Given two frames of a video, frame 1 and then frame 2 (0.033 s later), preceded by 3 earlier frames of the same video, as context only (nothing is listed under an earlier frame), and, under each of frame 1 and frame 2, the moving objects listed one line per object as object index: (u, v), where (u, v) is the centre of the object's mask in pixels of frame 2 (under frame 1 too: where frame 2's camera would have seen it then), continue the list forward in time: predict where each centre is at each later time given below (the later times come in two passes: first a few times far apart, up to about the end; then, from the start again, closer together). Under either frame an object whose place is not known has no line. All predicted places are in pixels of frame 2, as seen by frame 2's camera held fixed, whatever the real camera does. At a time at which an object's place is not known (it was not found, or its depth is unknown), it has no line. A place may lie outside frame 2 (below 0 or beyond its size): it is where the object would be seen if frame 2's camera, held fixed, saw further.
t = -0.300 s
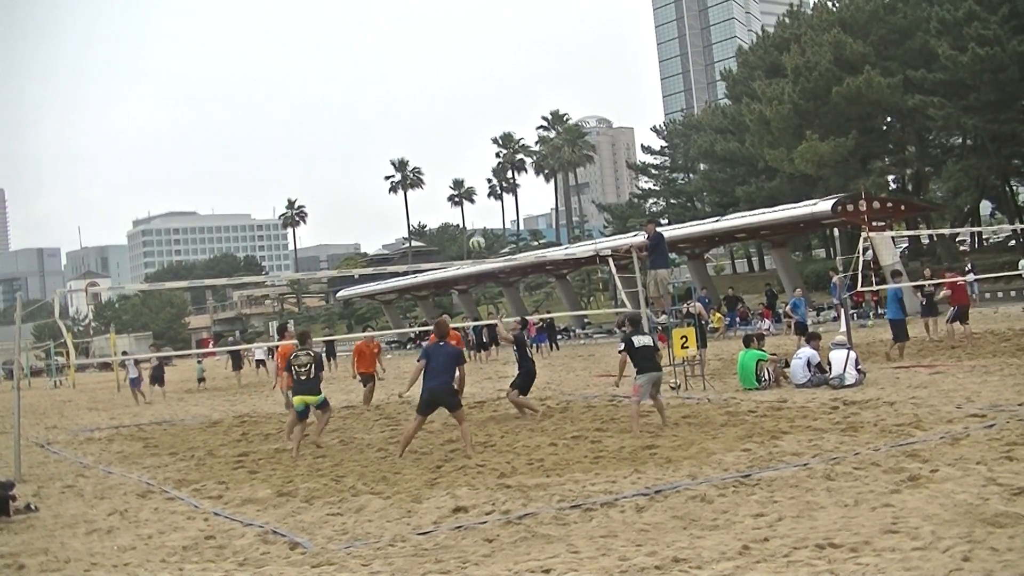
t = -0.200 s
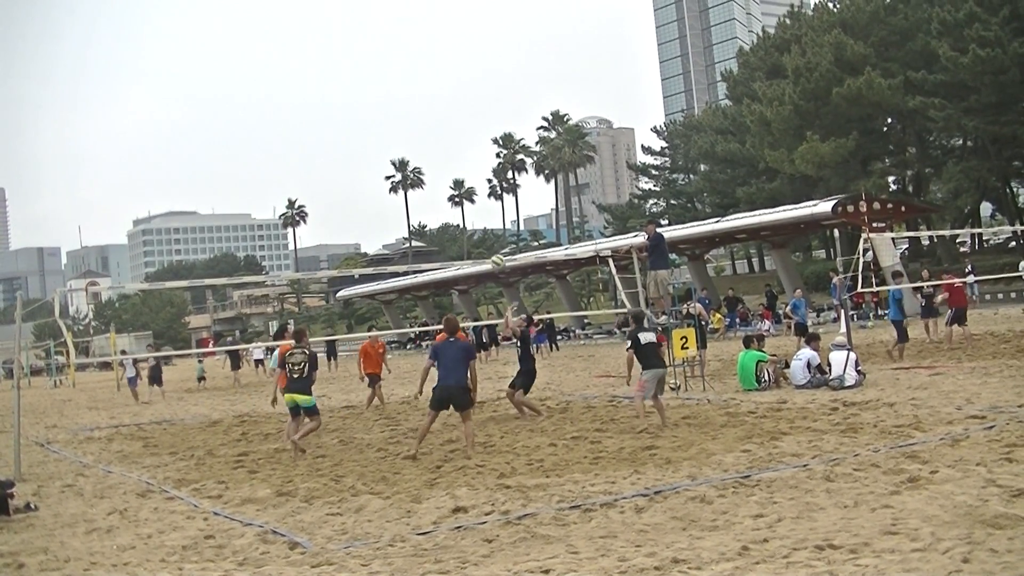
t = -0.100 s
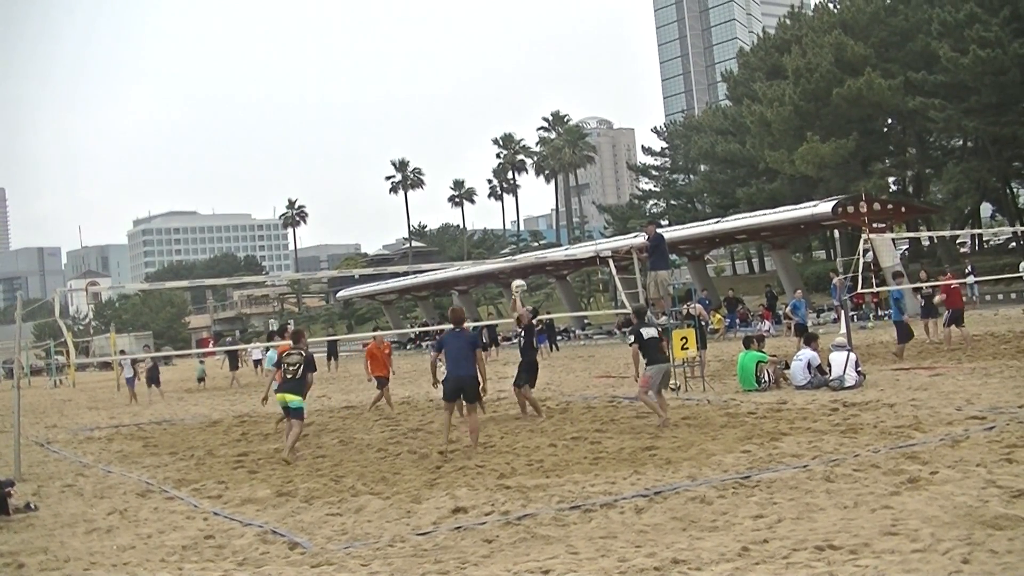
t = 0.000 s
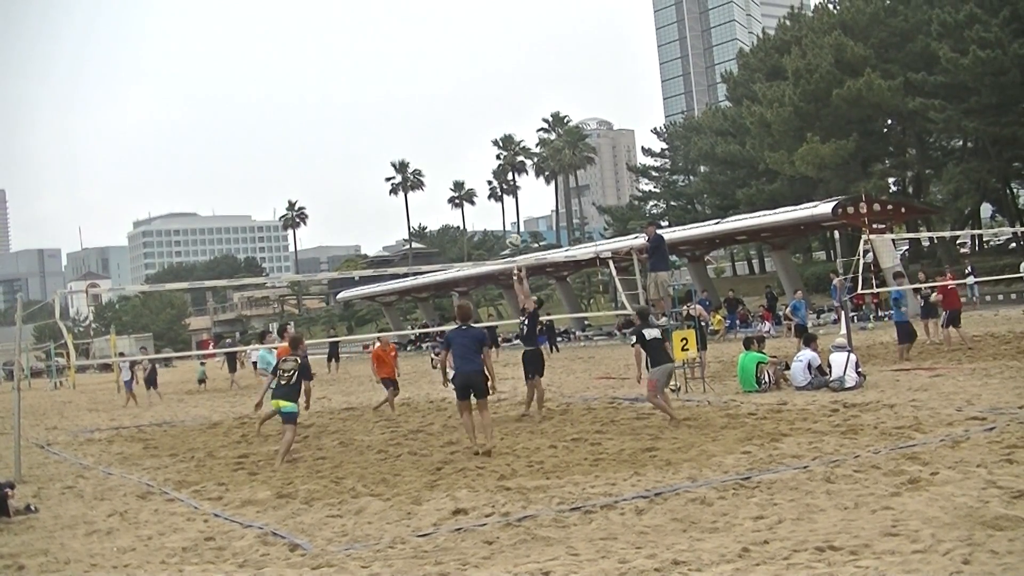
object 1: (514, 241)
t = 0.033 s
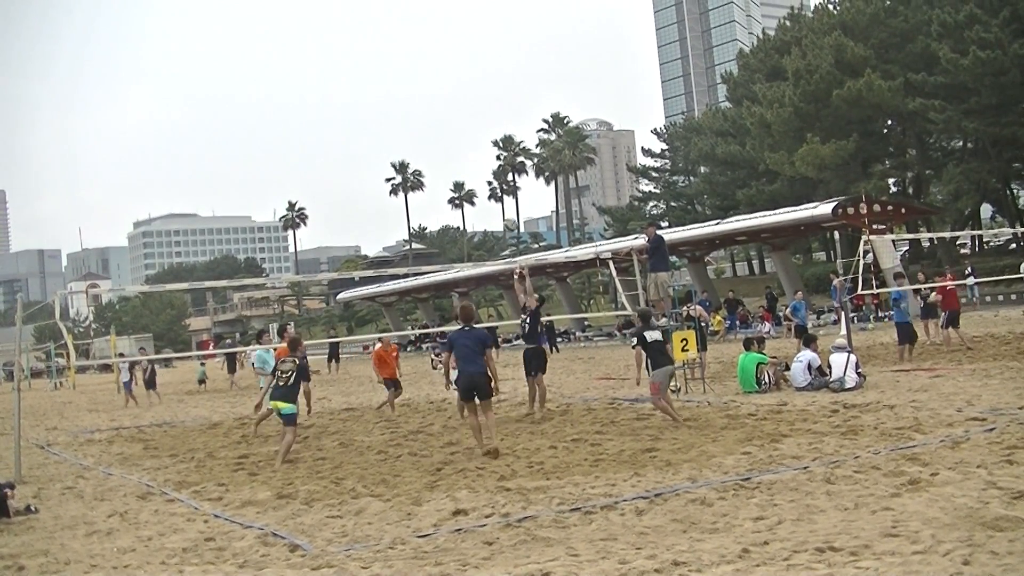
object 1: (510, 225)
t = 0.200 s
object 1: (495, 149)
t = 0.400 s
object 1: (483, 87)
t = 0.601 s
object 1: (477, 52)
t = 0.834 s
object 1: (476, 46)
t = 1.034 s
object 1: (478, 72)
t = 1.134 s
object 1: (481, 94)
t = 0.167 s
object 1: (498, 162)
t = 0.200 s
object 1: (495, 149)
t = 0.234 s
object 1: (493, 138)
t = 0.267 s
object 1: (490, 125)
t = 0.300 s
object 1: (487, 115)
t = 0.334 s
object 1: (486, 104)
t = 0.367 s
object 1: (484, 95)
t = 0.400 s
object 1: (483, 87)
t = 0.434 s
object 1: (481, 79)
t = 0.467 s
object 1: (480, 72)
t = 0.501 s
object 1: (479, 65)
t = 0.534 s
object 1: (478, 60)
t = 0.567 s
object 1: (477, 56)
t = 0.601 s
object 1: (477, 52)
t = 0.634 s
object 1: (476, 48)
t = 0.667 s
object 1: (476, 46)
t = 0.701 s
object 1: (476, 44)
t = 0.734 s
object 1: (476, 44)
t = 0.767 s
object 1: (476, 44)
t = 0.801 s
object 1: (475, 45)
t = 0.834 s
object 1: (476, 46)
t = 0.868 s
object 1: (476, 49)
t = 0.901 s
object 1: (476, 52)
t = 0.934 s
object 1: (477, 56)
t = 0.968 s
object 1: (477, 60)
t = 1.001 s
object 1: (478, 66)
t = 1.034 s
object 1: (478, 72)
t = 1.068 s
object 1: (479, 78)
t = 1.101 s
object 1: (480, 86)
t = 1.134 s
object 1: (481, 94)
